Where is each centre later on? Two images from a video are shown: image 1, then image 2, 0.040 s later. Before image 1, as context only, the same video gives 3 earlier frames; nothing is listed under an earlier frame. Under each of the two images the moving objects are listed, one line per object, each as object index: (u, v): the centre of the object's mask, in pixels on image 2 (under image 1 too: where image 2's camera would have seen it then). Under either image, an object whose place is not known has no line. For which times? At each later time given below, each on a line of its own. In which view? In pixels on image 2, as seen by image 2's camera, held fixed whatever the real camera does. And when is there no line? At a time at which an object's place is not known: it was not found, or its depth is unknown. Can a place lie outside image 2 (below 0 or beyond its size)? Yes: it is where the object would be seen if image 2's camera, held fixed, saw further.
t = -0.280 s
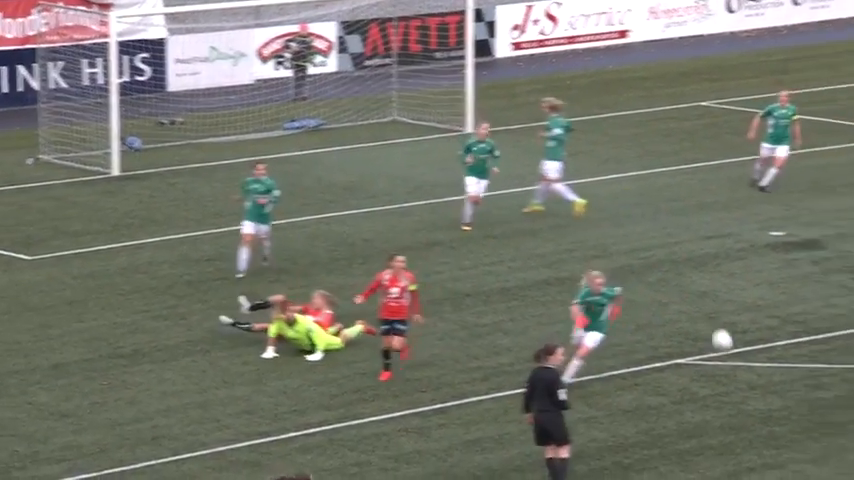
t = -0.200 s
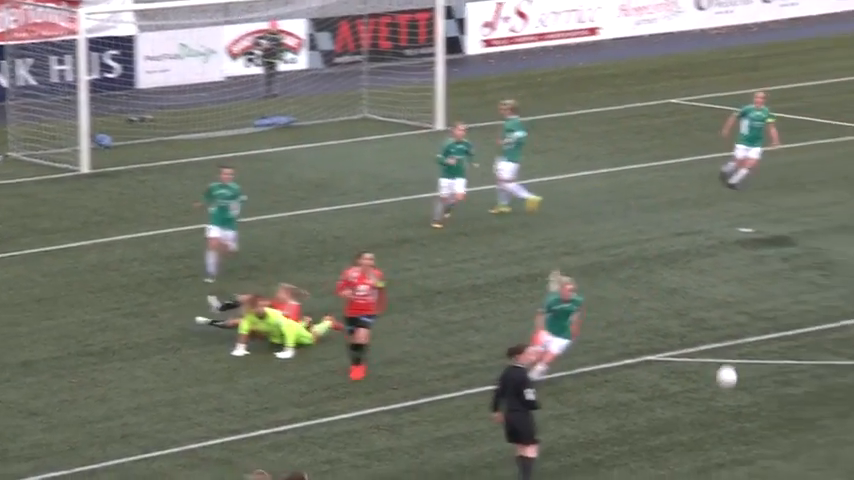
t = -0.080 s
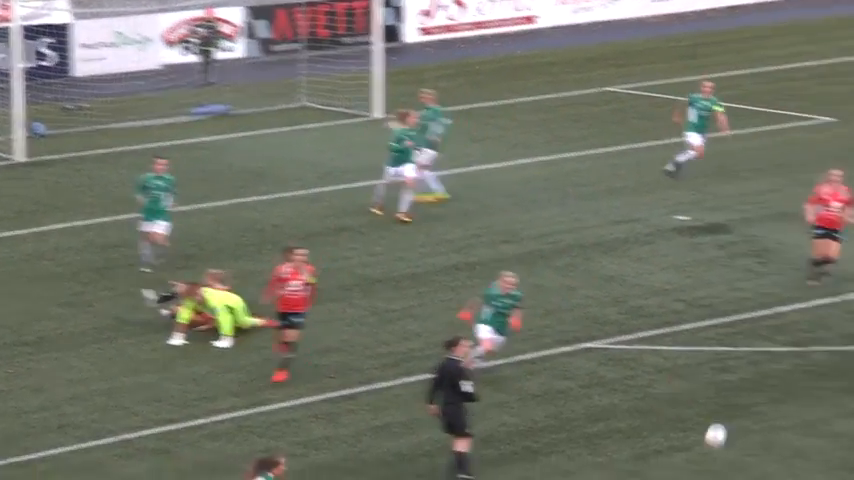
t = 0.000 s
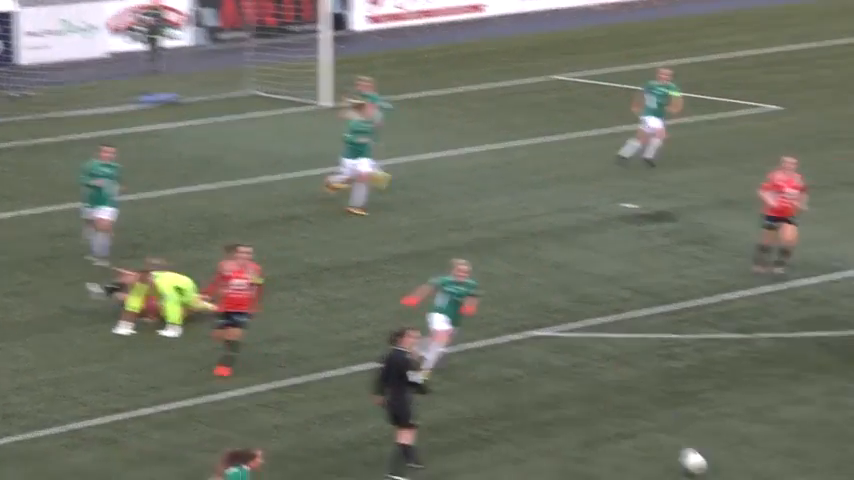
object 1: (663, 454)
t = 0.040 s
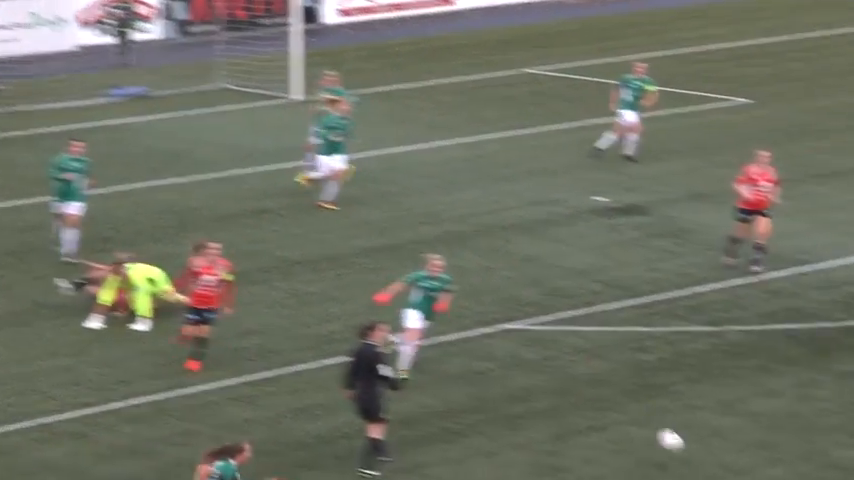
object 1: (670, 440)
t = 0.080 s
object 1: (677, 430)
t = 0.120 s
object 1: (684, 421)
